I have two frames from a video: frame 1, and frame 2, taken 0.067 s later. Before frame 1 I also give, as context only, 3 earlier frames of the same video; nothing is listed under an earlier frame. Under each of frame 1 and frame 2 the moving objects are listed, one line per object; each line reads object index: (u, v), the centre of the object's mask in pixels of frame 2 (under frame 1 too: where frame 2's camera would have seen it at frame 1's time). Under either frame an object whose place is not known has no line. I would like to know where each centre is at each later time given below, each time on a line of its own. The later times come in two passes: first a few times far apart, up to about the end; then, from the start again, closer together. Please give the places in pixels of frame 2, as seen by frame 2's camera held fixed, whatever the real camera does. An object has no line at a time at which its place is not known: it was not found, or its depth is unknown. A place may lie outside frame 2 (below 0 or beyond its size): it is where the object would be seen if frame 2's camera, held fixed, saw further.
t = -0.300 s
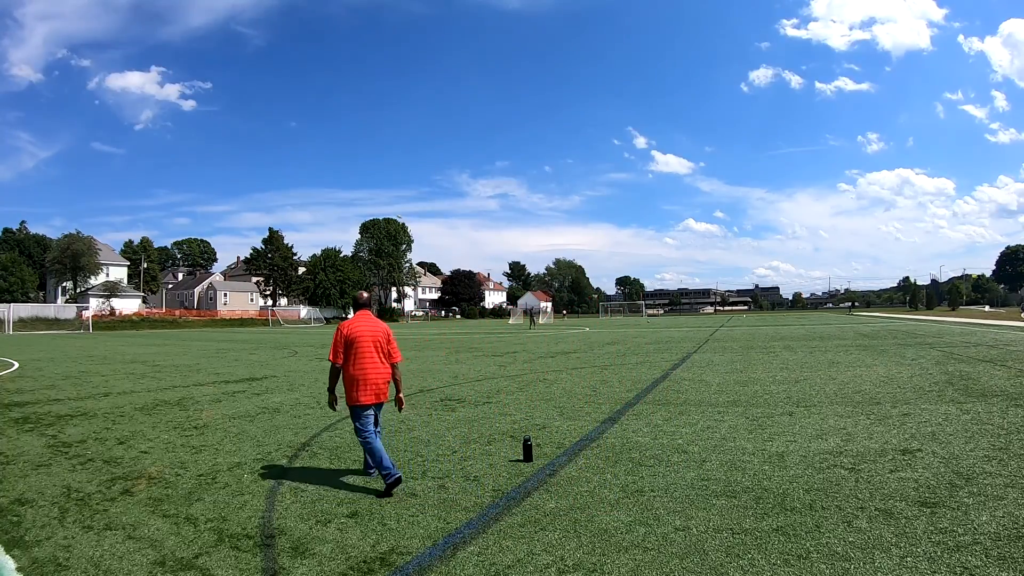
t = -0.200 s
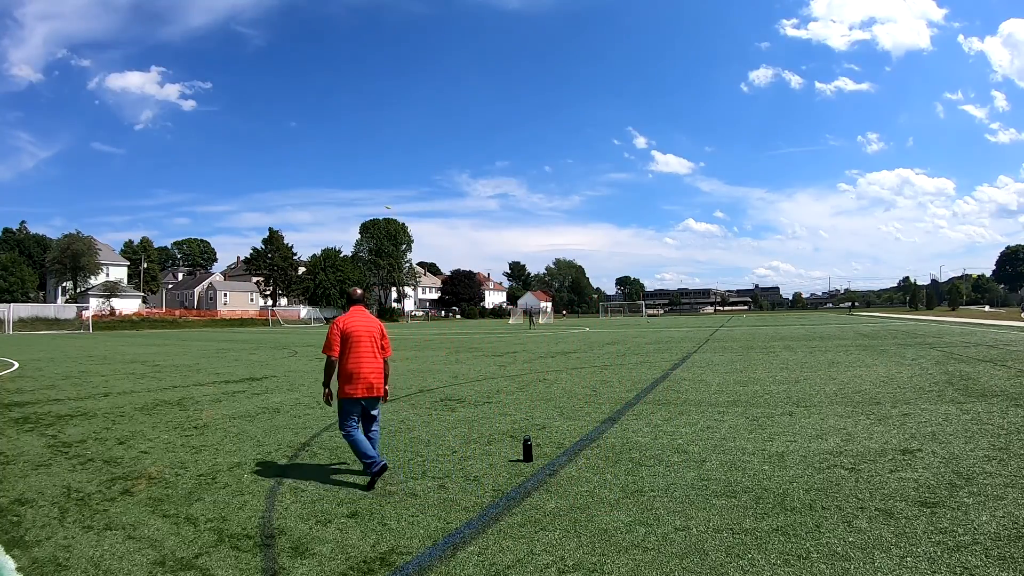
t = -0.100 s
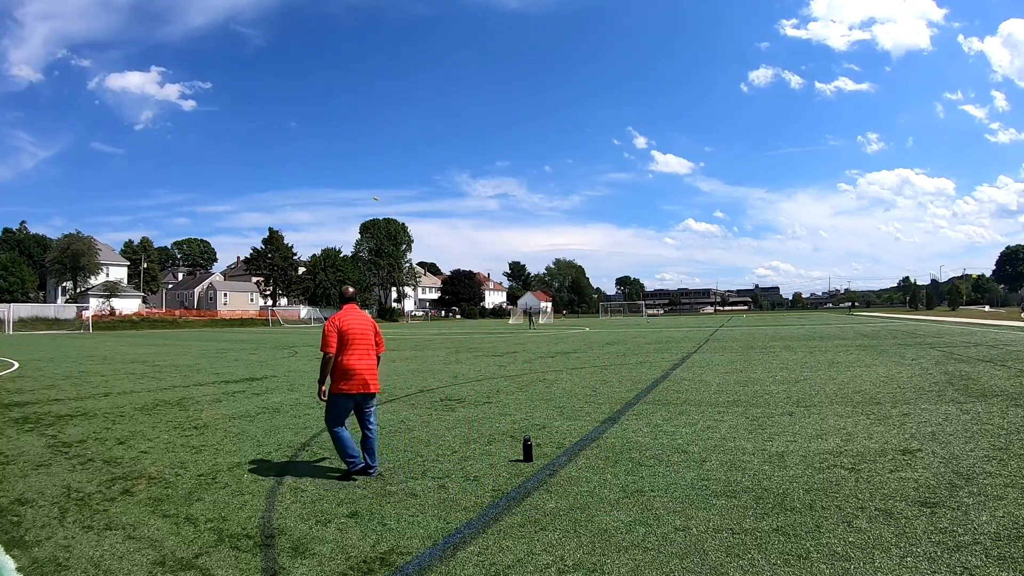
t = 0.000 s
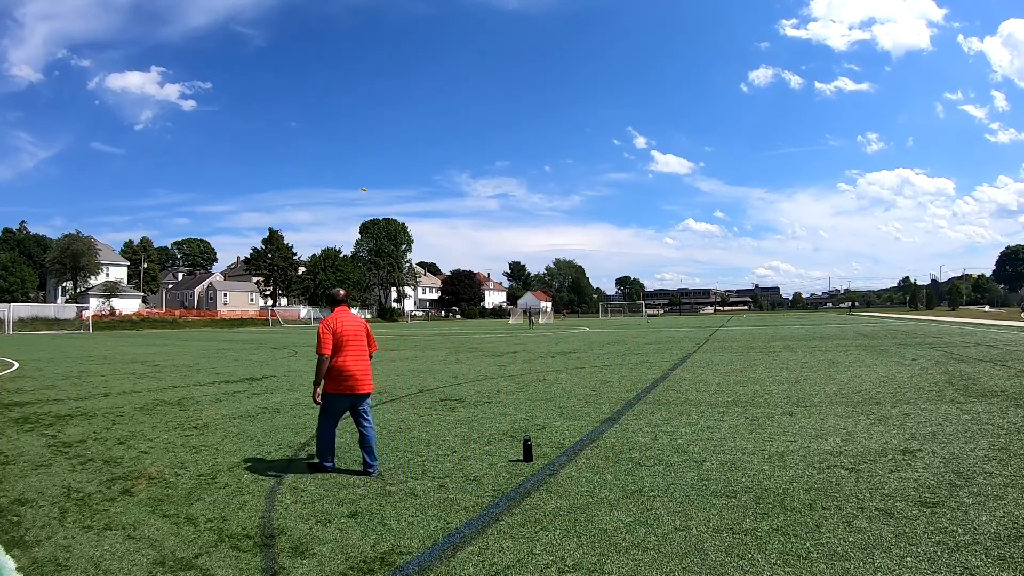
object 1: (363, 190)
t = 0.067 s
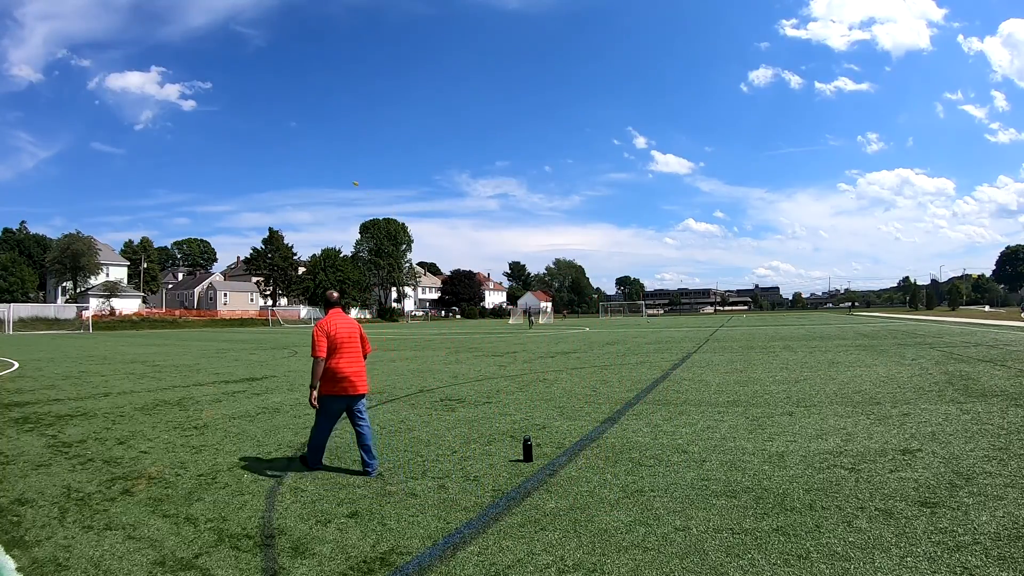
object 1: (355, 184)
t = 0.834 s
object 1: (263, 126)
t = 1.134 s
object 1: (225, 116)
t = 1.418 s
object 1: (187, 115)
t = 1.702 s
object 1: (150, 120)
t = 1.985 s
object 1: (119, 139)
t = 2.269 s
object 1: (106, 190)
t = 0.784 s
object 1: (269, 129)
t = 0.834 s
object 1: (263, 126)
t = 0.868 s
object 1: (260, 124)
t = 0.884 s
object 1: (258, 123)
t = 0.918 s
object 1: (253, 122)
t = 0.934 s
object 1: (251, 121)
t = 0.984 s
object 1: (245, 119)
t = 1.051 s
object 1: (236, 117)
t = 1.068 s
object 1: (234, 117)
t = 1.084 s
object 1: (232, 117)
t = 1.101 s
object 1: (230, 116)
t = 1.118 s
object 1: (228, 116)
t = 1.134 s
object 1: (225, 116)
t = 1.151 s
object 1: (223, 116)
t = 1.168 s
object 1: (221, 116)
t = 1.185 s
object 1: (219, 116)
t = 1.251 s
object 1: (210, 115)
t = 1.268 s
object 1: (208, 115)
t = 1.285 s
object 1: (205, 115)
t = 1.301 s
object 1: (203, 115)
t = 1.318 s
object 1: (201, 115)
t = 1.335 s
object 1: (198, 115)
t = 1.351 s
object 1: (196, 115)
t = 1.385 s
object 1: (192, 115)
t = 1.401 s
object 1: (189, 115)
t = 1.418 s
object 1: (187, 115)
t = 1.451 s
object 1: (183, 115)
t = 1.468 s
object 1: (180, 115)
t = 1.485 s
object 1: (178, 115)
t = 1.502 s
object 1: (176, 115)
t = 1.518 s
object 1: (174, 115)
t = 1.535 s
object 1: (172, 116)
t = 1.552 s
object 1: (169, 116)
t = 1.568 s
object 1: (167, 116)
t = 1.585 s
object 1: (165, 117)
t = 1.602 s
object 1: (163, 117)
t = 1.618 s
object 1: (161, 117)
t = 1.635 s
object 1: (159, 118)
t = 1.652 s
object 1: (157, 118)
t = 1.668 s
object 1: (155, 119)
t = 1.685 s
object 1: (153, 119)
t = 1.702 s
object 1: (150, 120)
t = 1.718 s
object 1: (148, 121)
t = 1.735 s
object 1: (146, 122)
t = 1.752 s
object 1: (144, 122)
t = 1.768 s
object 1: (143, 123)
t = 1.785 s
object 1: (141, 124)
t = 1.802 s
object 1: (138, 125)
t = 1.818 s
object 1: (136, 126)
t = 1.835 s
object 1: (134, 127)
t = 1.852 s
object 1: (133, 128)
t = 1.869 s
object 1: (131, 129)
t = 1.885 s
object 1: (129, 130)
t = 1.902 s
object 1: (127, 132)
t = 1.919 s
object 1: (125, 133)
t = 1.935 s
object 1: (124, 134)
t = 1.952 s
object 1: (123, 136)
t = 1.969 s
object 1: (121, 137)
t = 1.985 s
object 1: (119, 139)
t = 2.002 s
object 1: (118, 141)
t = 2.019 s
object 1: (117, 142)
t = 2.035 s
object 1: (116, 144)
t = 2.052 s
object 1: (115, 146)
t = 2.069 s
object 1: (113, 149)
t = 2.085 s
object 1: (112, 151)
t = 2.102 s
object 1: (111, 153)
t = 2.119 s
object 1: (110, 156)
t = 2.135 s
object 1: (110, 159)
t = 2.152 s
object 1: (109, 162)
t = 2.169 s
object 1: (108, 166)
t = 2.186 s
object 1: (107, 169)
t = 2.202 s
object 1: (107, 173)
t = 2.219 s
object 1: (107, 177)
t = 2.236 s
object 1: (106, 181)
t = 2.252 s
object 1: (106, 185)
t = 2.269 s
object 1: (106, 190)
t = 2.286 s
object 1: (106, 194)
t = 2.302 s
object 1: (107, 200)
